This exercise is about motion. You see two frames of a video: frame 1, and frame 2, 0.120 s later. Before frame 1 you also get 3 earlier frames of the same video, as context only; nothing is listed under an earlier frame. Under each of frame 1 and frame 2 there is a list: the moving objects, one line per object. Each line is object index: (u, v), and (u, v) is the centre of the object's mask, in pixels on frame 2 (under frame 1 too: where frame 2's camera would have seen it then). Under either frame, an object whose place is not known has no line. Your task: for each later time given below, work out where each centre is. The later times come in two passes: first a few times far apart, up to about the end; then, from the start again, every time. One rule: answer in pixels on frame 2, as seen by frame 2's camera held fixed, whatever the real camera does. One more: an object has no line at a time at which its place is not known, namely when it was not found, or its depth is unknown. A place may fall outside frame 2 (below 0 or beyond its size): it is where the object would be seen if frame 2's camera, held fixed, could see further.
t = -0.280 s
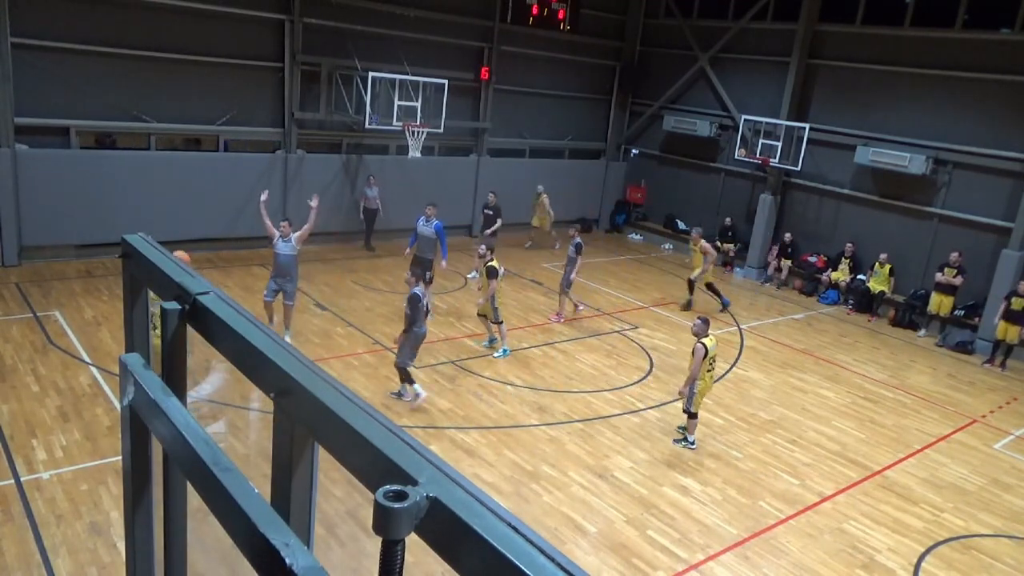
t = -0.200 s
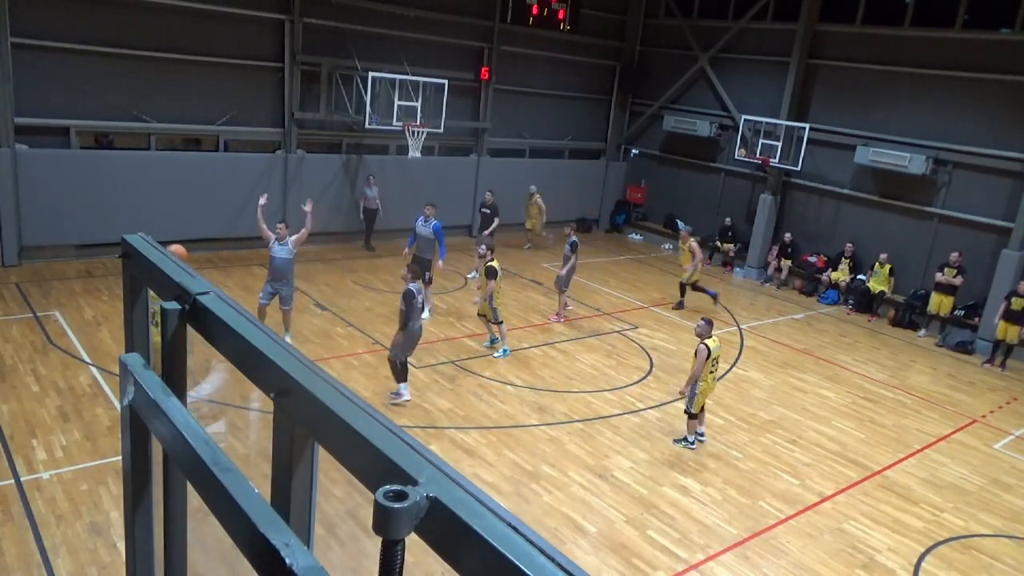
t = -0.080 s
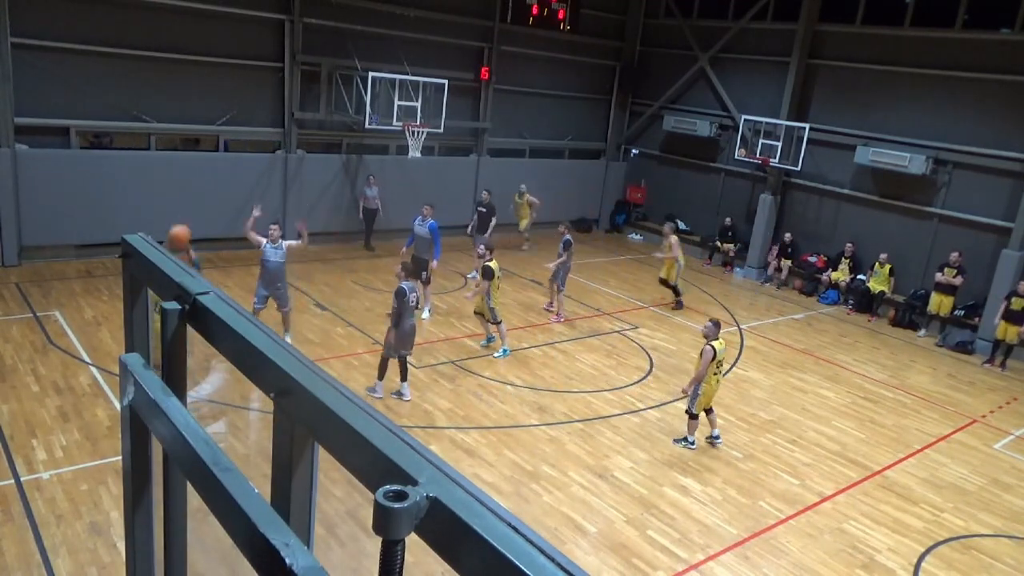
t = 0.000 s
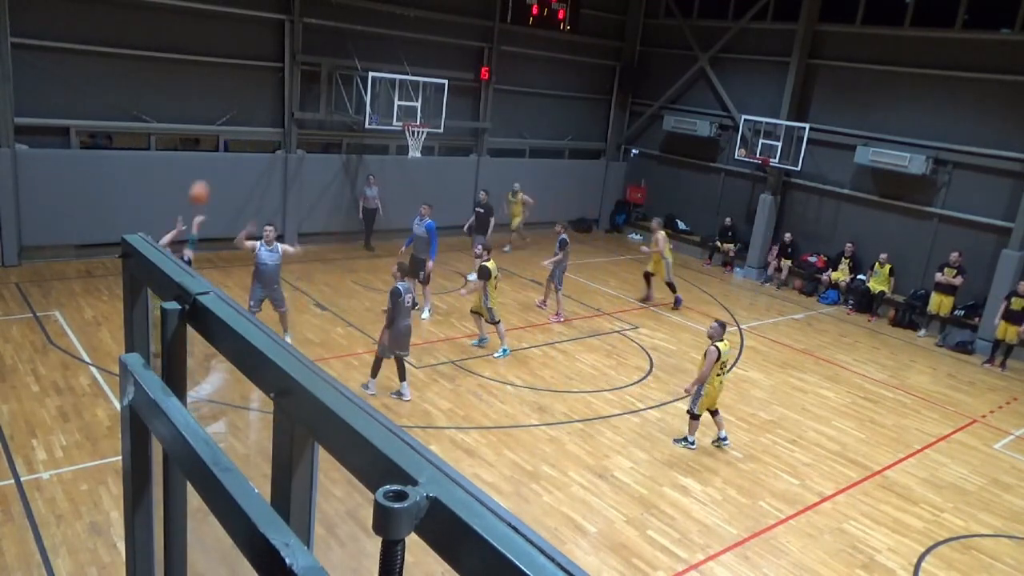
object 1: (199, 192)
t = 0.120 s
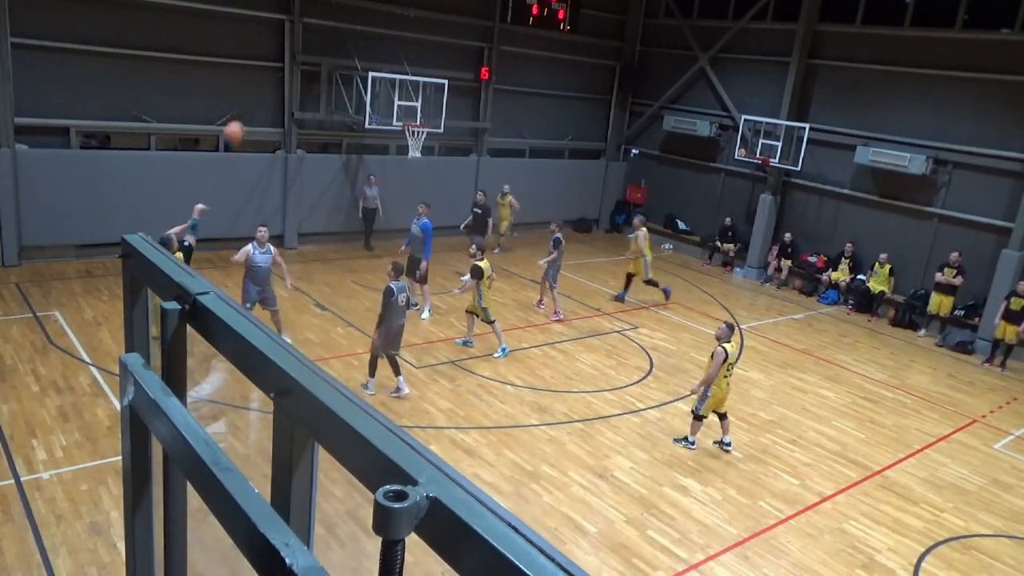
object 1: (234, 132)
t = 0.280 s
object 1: (274, 77)
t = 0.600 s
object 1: (342, 33)
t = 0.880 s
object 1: (385, 53)
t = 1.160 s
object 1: (417, 107)
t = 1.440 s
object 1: (381, 101)
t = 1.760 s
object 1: (312, 120)
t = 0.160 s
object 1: (244, 115)
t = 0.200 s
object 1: (255, 101)
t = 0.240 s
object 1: (266, 88)
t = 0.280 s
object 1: (274, 77)
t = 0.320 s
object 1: (285, 66)
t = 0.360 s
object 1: (294, 57)
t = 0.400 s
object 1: (303, 50)
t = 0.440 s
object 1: (311, 44)
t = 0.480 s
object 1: (319, 40)
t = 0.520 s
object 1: (327, 36)
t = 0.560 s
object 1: (334, 34)
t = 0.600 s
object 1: (342, 33)
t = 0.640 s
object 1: (349, 33)
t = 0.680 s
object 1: (355, 34)
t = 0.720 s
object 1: (361, 36)
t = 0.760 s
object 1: (368, 39)
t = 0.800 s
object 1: (374, 43)
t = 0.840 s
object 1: (380, 47)
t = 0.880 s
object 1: (385, 53)
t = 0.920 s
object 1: (390, 58)
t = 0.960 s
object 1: (395, 65)
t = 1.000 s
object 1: (400, 72)
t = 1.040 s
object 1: (404, 80)
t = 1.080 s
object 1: (409, 89)
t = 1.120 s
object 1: (413, 97)
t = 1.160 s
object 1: (417, 107)
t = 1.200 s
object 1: (422, 118)
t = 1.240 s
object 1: (418, 118)
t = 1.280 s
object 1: (410, 114)
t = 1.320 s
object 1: (403, 110)
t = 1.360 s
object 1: (396, 107)
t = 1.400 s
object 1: (387, 103)
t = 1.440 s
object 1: (381, 101)
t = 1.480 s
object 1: (373, 101)
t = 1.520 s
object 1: (364, 101)
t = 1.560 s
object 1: (355, 102)
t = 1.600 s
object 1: (346, 103)
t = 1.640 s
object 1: (338, 106)
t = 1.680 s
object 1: (330, 110)
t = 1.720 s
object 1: (321, 114)
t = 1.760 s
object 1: (312, 120)
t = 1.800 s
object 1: (301, 126)
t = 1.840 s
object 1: (293, 133)
